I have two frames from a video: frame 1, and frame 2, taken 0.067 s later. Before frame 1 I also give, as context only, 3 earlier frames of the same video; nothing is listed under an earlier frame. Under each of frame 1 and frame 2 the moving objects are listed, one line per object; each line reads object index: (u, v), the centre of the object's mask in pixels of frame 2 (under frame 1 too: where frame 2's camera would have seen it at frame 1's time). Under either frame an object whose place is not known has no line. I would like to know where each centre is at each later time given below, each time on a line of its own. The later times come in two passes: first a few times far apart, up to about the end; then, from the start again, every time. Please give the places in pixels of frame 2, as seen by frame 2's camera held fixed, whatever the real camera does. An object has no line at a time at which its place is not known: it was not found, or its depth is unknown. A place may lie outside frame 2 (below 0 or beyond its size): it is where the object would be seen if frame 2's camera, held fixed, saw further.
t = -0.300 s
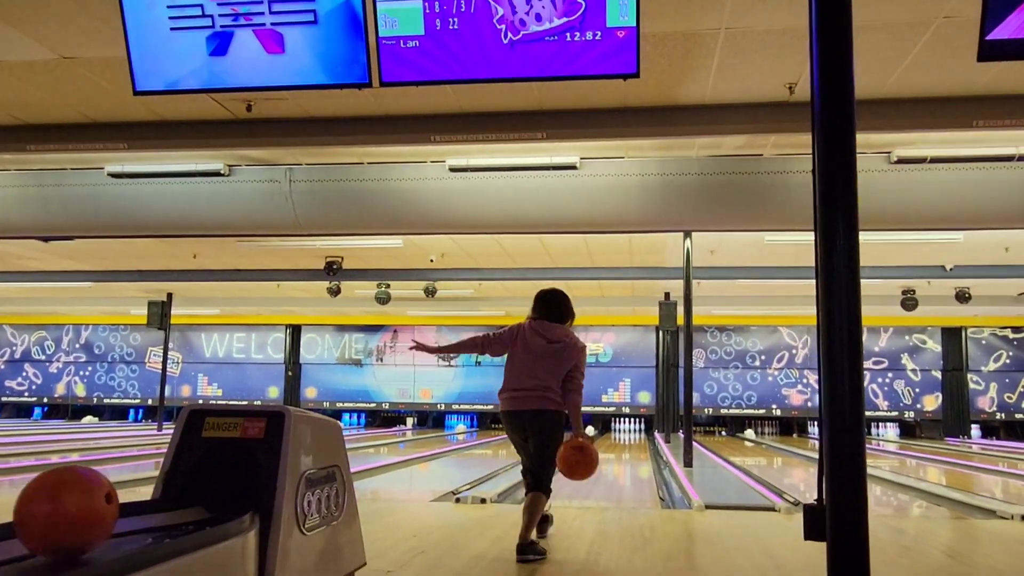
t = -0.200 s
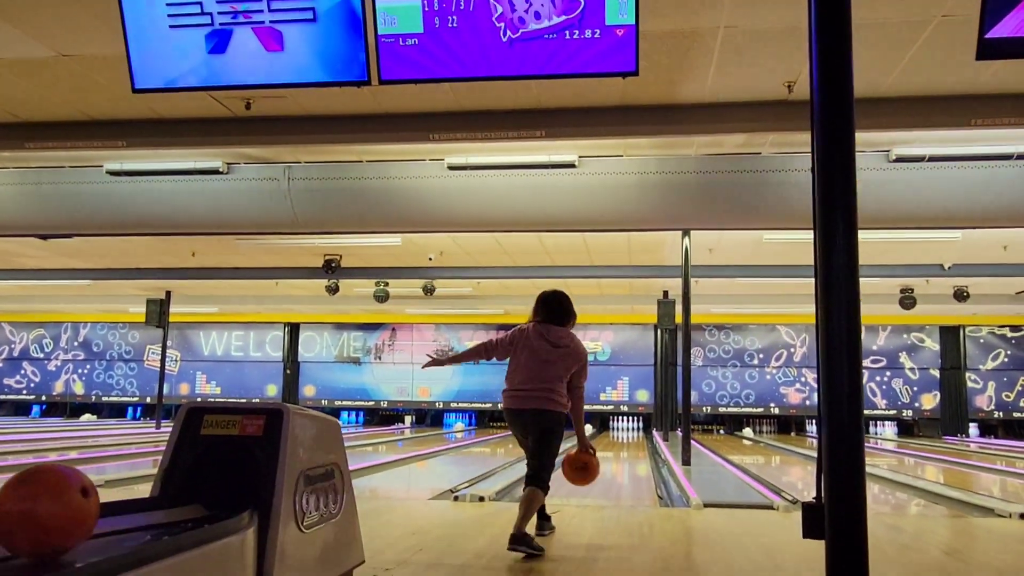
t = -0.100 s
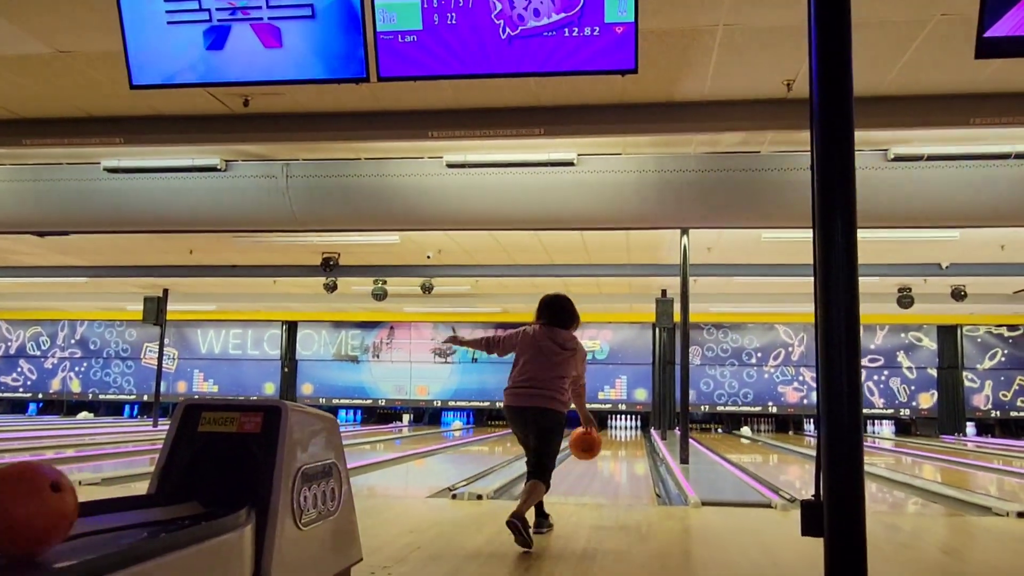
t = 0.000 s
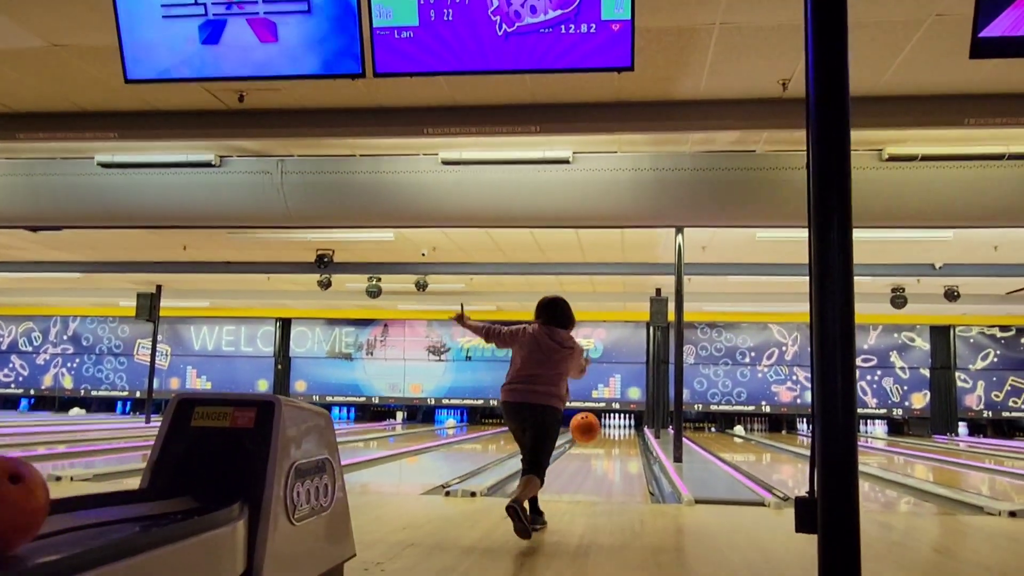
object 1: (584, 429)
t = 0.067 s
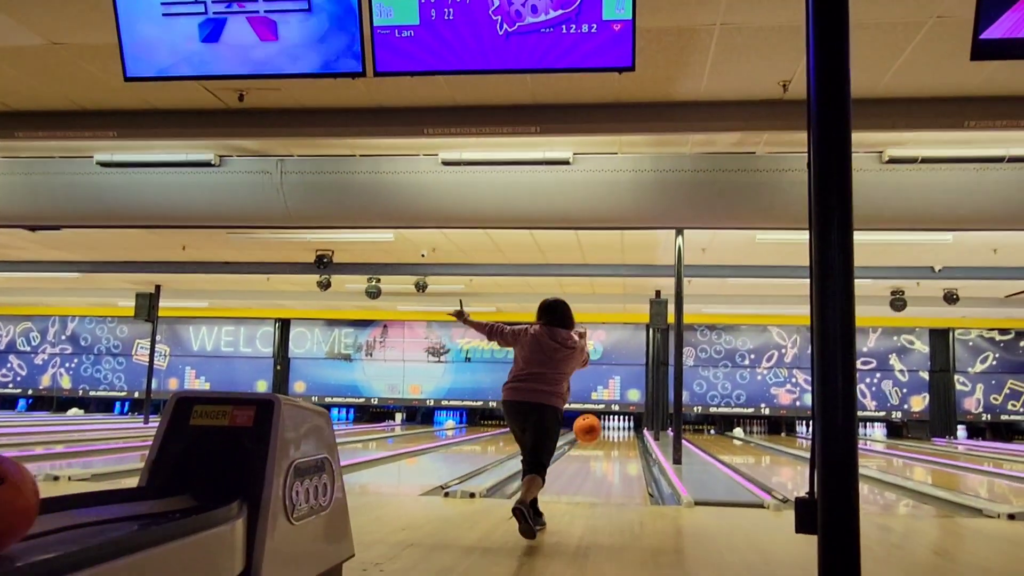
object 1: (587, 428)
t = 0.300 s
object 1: (595, 467)
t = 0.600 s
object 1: (601, 459)
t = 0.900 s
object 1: (605, 451)
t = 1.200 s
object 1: (609, 445)
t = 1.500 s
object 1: (610, 441)
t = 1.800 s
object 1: (612, 437)
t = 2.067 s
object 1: (613, 434)
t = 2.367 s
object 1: (614, 432)
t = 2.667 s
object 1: (615, 430)
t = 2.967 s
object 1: (616, 428)
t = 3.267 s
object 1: (617, 428)
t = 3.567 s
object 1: (620, 426)
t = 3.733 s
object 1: (625, 426)
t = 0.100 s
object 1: (588, 430)
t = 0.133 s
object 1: (590, 434)
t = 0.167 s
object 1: (591, 438)
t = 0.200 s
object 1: (592, 443)
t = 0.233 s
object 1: (593, 450)
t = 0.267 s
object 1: (594, 458)
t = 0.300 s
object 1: (595, 467)
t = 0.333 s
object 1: (595, 470)
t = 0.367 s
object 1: (596, 466)
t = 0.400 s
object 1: (597, 462)
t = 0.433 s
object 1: (598, 461)
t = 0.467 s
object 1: (598, 460)
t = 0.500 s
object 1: (599, 460)
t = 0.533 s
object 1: (600, 461)
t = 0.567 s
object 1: (600, 460)
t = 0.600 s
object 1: (601, 459)
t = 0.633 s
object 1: (601, 458)
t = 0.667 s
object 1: (602, 458)
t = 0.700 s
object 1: (603, 456)
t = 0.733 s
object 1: (603, 455)
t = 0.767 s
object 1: (604, 454)
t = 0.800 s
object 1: (604, 453)
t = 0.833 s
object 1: (605, 453)
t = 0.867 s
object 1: (605, 452)
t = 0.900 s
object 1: (605, 451)
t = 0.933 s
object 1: (606, 450)
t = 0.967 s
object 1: (607, 449)
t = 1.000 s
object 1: (607, 449)
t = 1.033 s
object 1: (607, 448)
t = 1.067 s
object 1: (607, 447)
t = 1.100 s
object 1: (608, 447)
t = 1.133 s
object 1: (608, 446)
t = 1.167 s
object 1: (608, 445)
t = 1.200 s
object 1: (609, 445)
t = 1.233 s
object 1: (609, 444)
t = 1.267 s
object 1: (609, 444)
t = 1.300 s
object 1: (609, 444)
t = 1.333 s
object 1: (610, 443)
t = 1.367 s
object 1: (610, 443)
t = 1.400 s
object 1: (610, 442)
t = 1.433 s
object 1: (610, 441)
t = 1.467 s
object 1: (611, 441)
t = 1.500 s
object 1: (610, 441)
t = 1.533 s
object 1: (610, 441)
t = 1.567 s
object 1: (611, 440)
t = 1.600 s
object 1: (611, 439)
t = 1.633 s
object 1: (611, 439)
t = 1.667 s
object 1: (611, 439)
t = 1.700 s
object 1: (611, 438)
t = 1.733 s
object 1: (612, 438)
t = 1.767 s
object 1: (611, 437)
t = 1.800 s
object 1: (612, 437)
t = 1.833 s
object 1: (612, 437)
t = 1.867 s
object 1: (612, 437)
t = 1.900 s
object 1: (612, 436)
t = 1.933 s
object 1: (613, 436)
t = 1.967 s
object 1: (613, 435)
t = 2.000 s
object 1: (613, 435)
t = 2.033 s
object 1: (613, 434)
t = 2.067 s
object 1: (613, 434)
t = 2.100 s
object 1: (613, 434)
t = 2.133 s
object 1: (613, 433)
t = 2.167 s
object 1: (613, 433)
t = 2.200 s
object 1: (614, 433)
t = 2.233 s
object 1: (614, 433)
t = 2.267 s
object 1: (614, 432)
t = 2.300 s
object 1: (614, 432)
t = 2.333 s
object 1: (614, 432)
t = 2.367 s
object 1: (614, 432)
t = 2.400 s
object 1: (614, 431)
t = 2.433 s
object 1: (615, 431)
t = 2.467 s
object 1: (615, 431)
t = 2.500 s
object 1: (615, 431)
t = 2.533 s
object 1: (615, 430)
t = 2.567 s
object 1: (615, 430)
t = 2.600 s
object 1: (615, 430)
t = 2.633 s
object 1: (615, 430)
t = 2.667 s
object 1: (615, 430)
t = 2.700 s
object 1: (614, 430)
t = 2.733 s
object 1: (615, 430)
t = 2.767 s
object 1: (615, 430)
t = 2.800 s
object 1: (615, 429)
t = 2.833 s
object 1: (615, 429)
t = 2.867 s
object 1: (616, 429)
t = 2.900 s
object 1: (616, 428)
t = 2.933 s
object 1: (616, 428)
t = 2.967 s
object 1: (616, 428)
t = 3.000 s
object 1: (616, 428)
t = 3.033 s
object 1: (616, 428)
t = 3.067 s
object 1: (616, 428)
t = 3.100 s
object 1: (616, 428)
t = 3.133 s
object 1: (616, 428)
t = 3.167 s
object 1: (616, 428)
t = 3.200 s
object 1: (617, 427)
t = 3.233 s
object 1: (617, 427)
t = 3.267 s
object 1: (617, 428)
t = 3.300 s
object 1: (617, 427)
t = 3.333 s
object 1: (617, 427)
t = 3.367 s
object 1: (617, 427)
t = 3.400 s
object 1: (617, 427)
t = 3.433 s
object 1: (617, 427)
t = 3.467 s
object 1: (617, 427)
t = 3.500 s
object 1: (617, 426)
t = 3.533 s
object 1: (619, 426)
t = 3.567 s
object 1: (620, 426)
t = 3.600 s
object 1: (621, 426)
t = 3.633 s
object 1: (622, 426)
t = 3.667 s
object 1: (624, 426)
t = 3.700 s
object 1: (625, 426)
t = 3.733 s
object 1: (625, 426)
